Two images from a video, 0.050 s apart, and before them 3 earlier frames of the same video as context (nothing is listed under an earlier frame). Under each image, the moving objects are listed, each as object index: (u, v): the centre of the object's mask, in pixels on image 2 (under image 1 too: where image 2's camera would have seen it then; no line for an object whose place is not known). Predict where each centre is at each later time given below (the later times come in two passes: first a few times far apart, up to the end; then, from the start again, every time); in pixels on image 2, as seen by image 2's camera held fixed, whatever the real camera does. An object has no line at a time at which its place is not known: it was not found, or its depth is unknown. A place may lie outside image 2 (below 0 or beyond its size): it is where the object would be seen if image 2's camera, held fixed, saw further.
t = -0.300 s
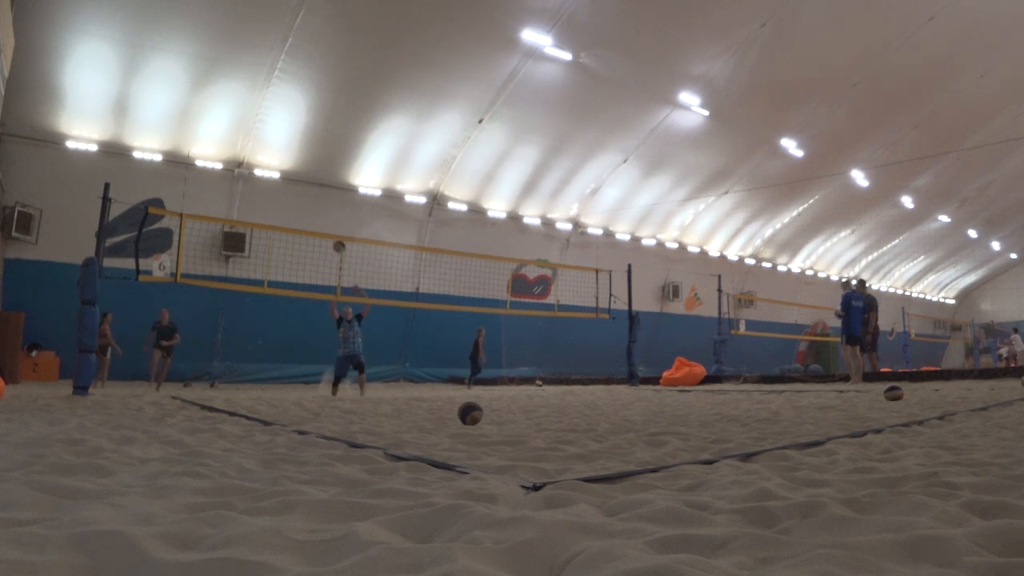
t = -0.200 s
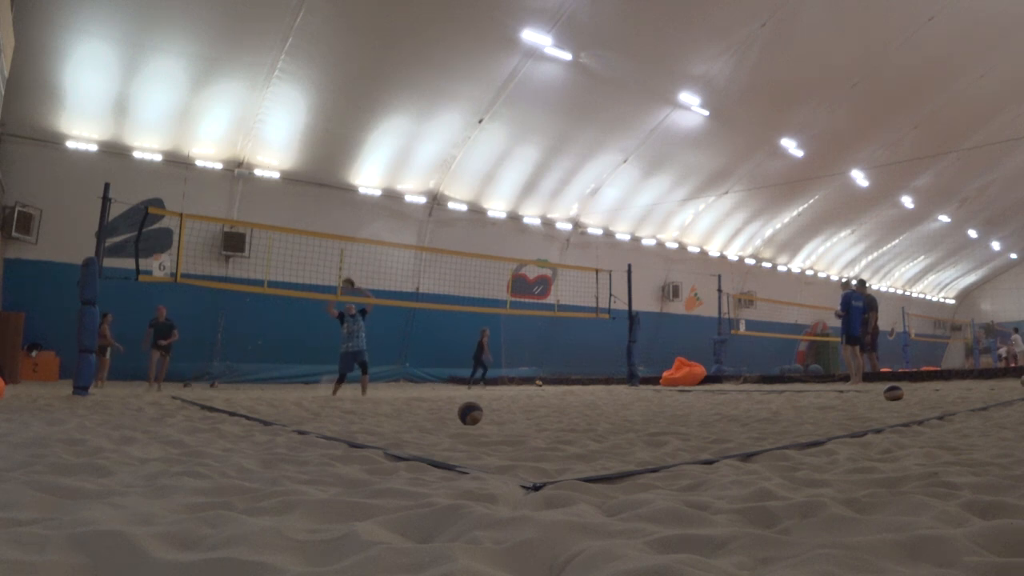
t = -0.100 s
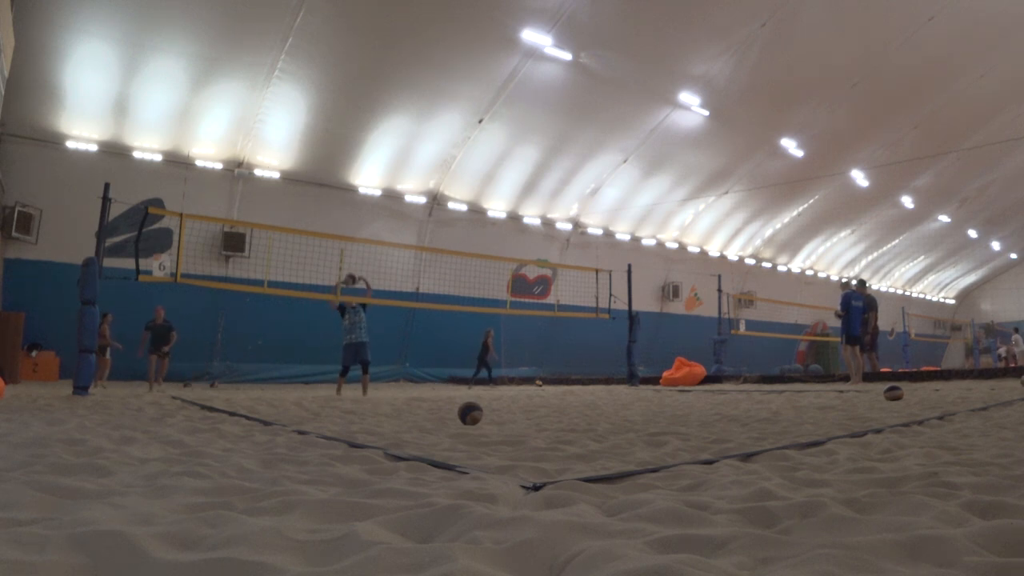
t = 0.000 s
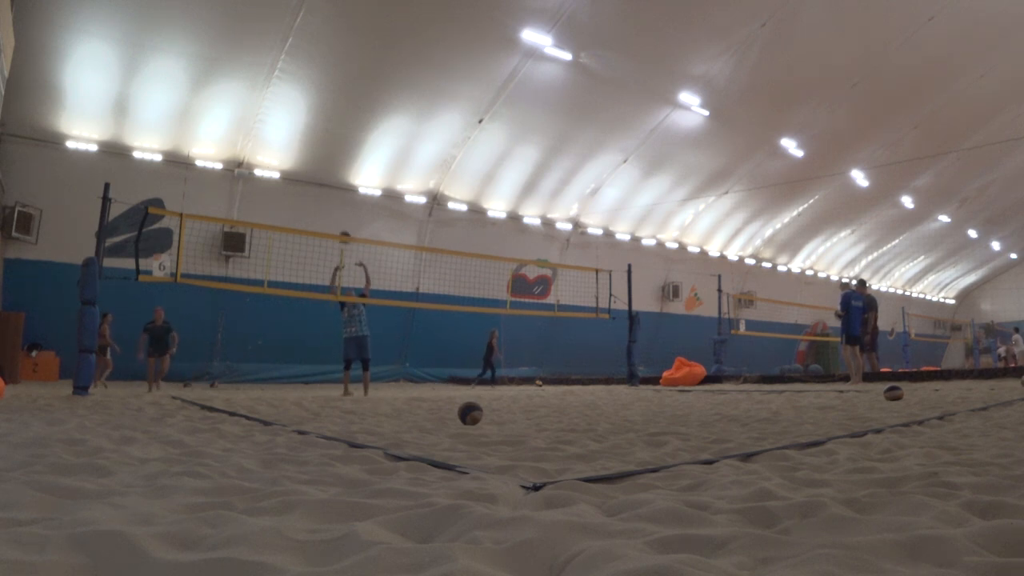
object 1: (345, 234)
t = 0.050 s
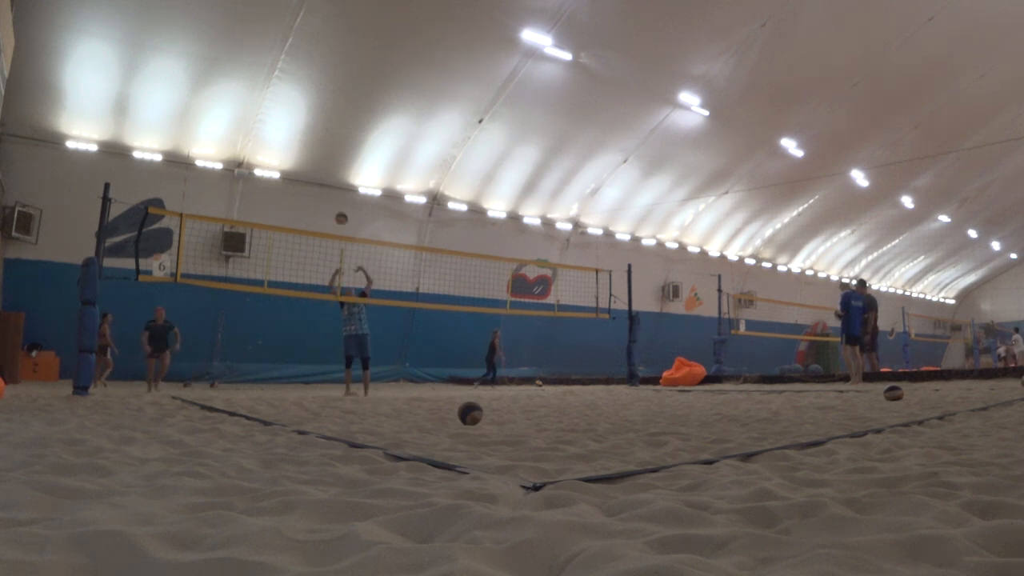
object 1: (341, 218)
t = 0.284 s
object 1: (325, 151)
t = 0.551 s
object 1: (305, 115)
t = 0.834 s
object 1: (282, 123)
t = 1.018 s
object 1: (265, 153)
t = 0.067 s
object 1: (340, 212)
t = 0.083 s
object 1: (339, 206)
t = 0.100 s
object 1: (337, 201)
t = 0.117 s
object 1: (336, 196)
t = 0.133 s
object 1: (335, 190)
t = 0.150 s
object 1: (334, 185)
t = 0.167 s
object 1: (333, 180)
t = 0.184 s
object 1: (331, 175)
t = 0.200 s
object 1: (330, 171)
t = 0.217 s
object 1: (329, 166)
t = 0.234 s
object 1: (328, 162)
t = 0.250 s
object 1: (327, 158)
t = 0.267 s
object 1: (326, 154)
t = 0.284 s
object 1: (325, 151)
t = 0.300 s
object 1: (323, 147)
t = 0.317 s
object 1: (322, 144)
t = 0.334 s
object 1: (321, 140)
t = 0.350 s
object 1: (320, 137)
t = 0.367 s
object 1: (319, 134)
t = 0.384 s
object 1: (317, 132)
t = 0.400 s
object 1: (316, 130)
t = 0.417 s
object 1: (315, 127)
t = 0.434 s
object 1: (314, 125)
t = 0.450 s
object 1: (313, 123)
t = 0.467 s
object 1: (312, 122)
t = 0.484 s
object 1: (310, 120)
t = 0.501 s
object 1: (309, 118)
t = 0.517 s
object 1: (308, 117)
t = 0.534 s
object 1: (306, 116)
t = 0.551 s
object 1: (305, 115)
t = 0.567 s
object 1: (304, 114)
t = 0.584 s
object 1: (303, 113)
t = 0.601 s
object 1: (301, 113)
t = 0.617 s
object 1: (300, 113)
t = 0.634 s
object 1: (299, 113)
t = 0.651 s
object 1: (298, 112)
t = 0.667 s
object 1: (296, 113)
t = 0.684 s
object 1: (295, 113)
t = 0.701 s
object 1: (294, 113)
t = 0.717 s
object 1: (292, 114)
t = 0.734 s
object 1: (291, 115)
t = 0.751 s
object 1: (289, 116)
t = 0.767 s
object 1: (288, 117)
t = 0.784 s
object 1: (287, 118)
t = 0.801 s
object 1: (285, 119)
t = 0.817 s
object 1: (284, 121)
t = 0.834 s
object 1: (282, 123)
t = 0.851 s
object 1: (281, 125)
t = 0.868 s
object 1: (279, 127)
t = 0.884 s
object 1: (278, 129)
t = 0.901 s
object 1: (276, 132)
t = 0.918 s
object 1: (275, 134)
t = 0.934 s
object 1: (273, 137)
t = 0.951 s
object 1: (271, 140)
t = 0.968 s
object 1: (270, 143)
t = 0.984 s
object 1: (268, 146)
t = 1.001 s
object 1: (267, 150)
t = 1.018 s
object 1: (265, 153)
